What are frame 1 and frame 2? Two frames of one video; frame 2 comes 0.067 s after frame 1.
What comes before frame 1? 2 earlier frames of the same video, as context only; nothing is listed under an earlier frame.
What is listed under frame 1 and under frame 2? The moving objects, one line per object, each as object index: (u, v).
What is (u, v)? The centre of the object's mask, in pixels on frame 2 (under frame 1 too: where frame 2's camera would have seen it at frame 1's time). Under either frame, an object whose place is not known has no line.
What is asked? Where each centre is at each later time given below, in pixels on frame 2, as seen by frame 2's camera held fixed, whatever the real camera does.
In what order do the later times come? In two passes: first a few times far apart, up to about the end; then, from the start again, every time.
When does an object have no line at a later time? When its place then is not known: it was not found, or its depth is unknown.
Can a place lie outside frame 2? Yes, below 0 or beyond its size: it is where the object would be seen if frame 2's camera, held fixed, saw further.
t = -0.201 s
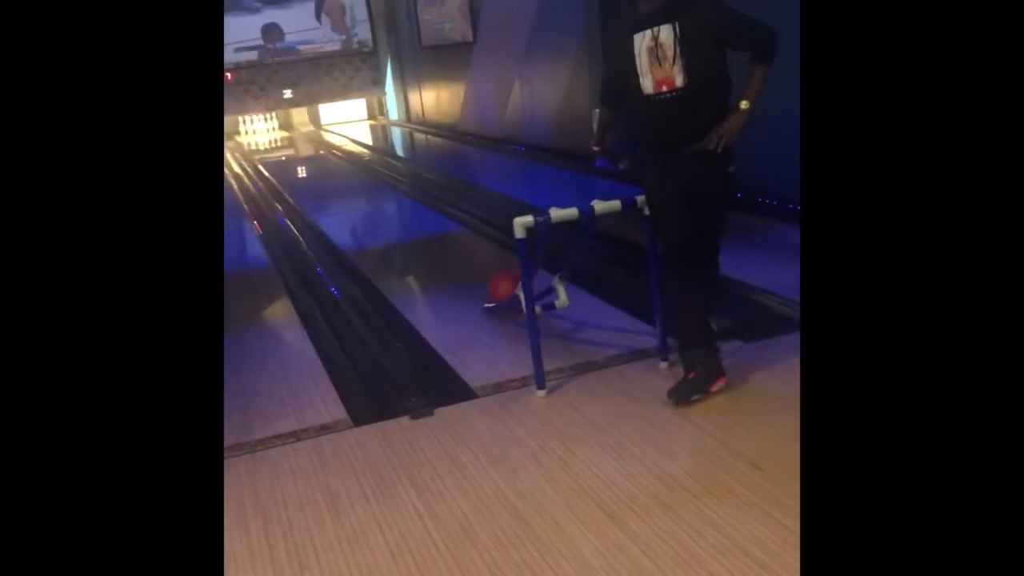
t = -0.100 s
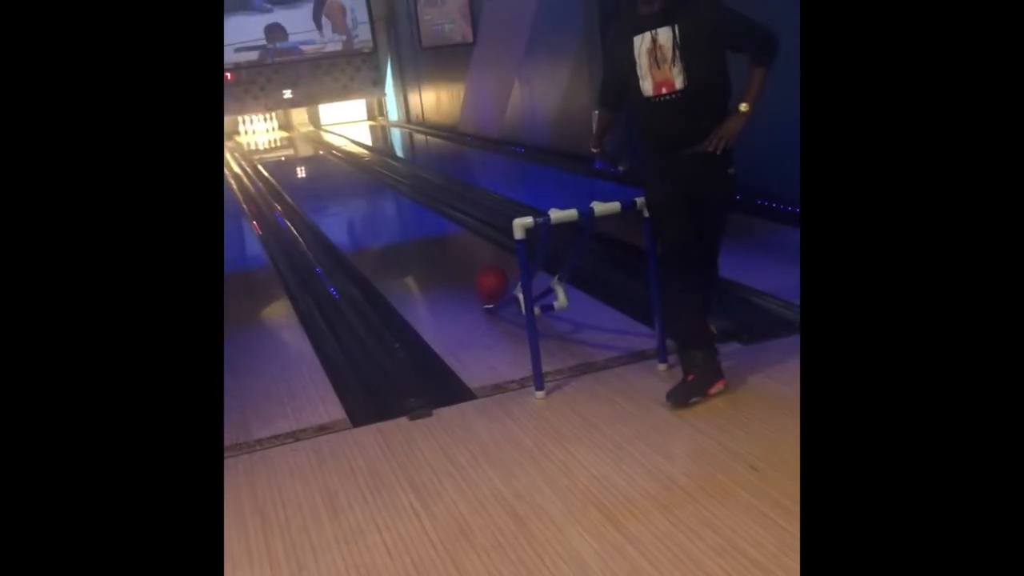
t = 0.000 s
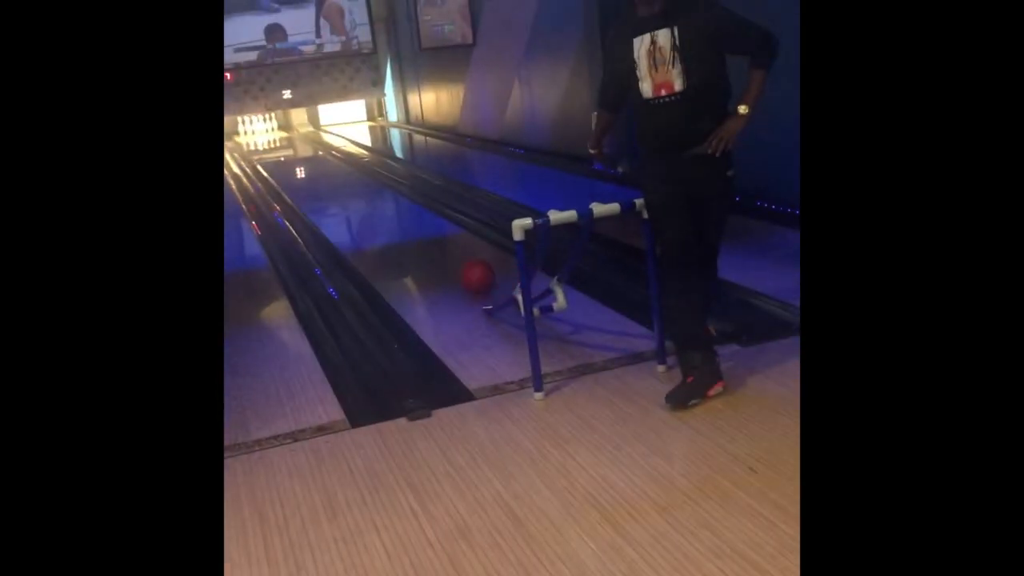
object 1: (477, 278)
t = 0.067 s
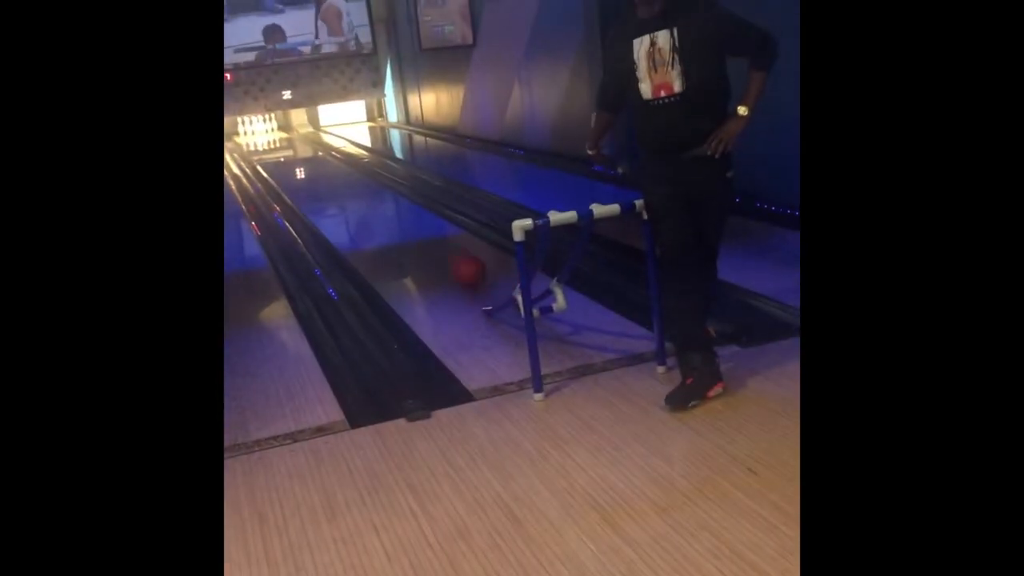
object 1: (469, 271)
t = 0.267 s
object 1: (448, 256)
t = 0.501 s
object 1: (426, 241)
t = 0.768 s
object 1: (405, 227)
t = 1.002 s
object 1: (390, 217)
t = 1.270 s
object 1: (375, 206)
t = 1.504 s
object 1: (363, 198)
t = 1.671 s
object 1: (356, 195)
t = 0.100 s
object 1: (465, 269)
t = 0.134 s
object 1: (461, 266)
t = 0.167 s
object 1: (458, 264)
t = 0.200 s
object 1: (454, 261)
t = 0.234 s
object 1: (451, 259)
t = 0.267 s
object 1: (448, 256)
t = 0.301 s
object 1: (443, 252)
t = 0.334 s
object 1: (440, 251)
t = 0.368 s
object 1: (437, 251)
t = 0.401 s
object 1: (434, 248)
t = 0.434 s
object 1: (431, 244)
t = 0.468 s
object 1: (429, 243)
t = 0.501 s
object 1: (426, 241)
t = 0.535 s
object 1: (423, 239)
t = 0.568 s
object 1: (420, 237)
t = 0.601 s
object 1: (418, 235)
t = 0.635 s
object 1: (415, 234)
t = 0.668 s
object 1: (413, 233)
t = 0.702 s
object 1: (410, 231)
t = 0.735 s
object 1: (407, 229)
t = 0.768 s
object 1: (405, 227)
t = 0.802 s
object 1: (403, 226)
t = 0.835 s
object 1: (400, 225)
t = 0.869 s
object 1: (399, 223)
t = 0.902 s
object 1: (396, 222)
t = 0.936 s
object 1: (394, 220)
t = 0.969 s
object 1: (392, 218)
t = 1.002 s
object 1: (390, 217)
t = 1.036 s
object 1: (388, 215)
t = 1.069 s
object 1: (387, 214)
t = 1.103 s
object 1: (384, 213)
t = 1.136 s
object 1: (382, 211)
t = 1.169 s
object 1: (380, 210)
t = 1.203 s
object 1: (379, 208)
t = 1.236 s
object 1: (377, 207)
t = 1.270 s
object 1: (375, 206)
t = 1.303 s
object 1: (374, 205)
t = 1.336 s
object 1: (372, 204)
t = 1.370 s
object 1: (370, 202)
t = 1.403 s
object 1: (368, 202)
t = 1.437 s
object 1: (366, 200)
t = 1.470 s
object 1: (364, 199)
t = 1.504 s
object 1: (363, 198)
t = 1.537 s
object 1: (362, 198)
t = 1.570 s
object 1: (360, 197)
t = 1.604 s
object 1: (358, 196)
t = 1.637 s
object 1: (357, 195)
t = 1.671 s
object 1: (356, 195)
